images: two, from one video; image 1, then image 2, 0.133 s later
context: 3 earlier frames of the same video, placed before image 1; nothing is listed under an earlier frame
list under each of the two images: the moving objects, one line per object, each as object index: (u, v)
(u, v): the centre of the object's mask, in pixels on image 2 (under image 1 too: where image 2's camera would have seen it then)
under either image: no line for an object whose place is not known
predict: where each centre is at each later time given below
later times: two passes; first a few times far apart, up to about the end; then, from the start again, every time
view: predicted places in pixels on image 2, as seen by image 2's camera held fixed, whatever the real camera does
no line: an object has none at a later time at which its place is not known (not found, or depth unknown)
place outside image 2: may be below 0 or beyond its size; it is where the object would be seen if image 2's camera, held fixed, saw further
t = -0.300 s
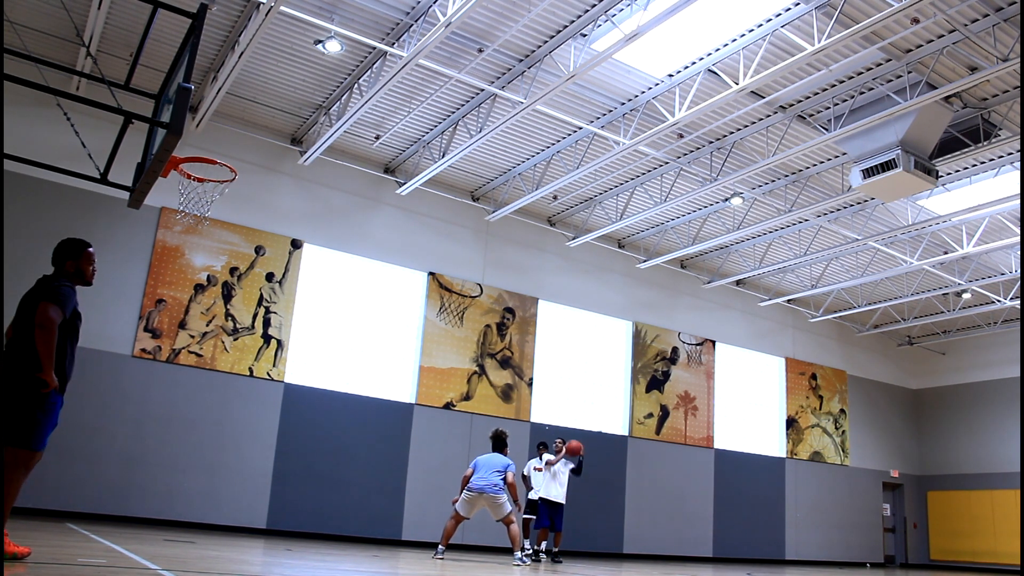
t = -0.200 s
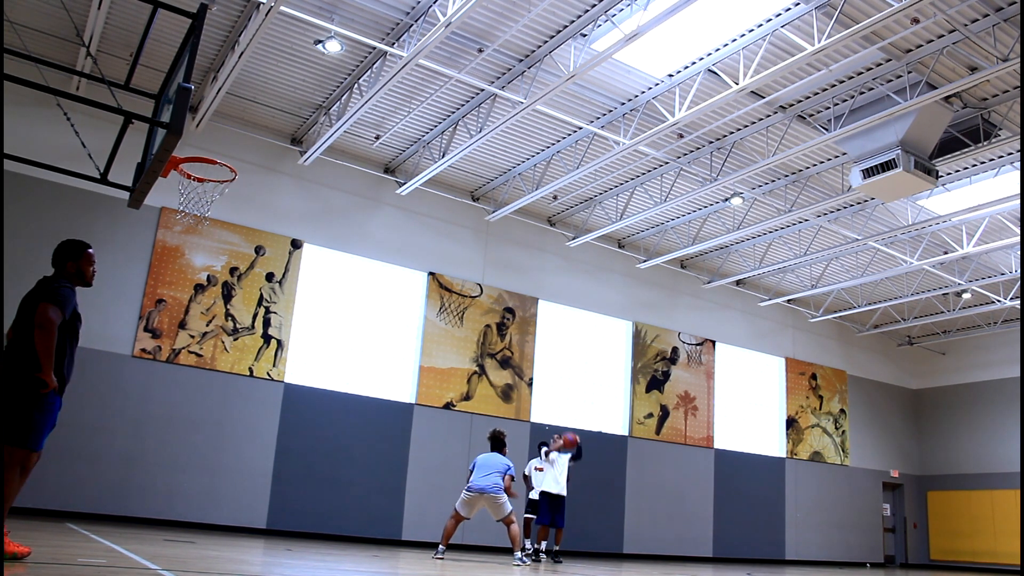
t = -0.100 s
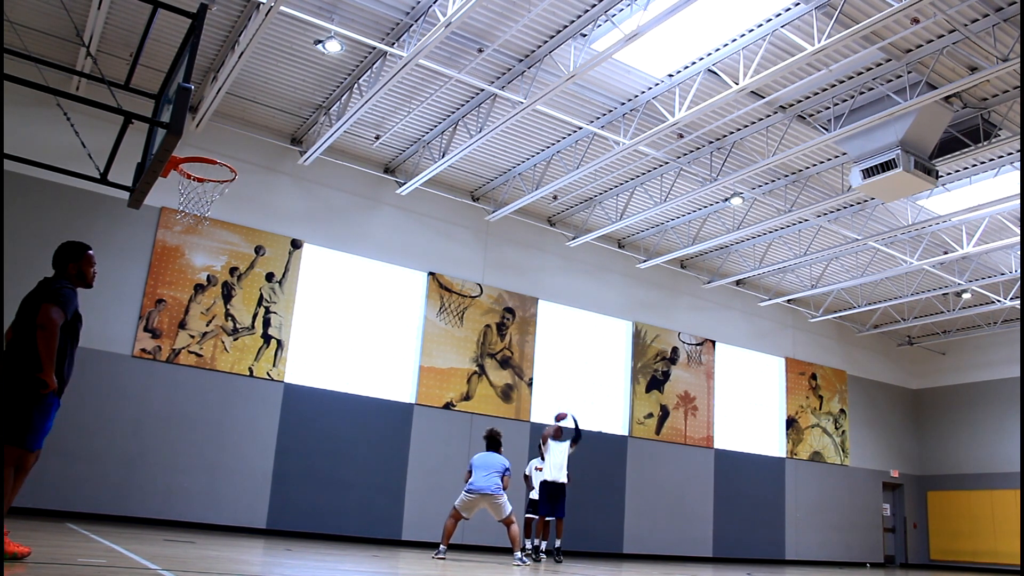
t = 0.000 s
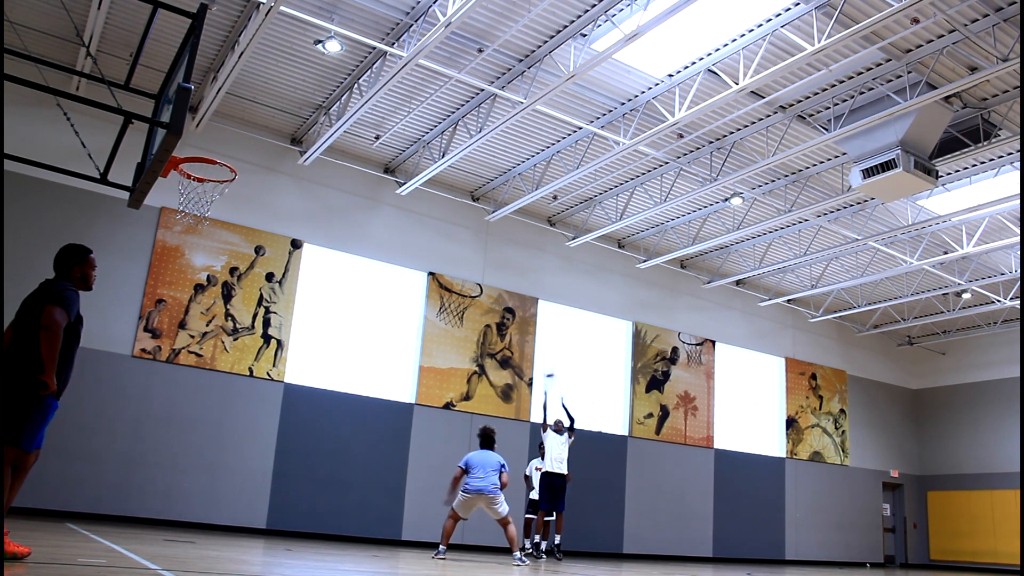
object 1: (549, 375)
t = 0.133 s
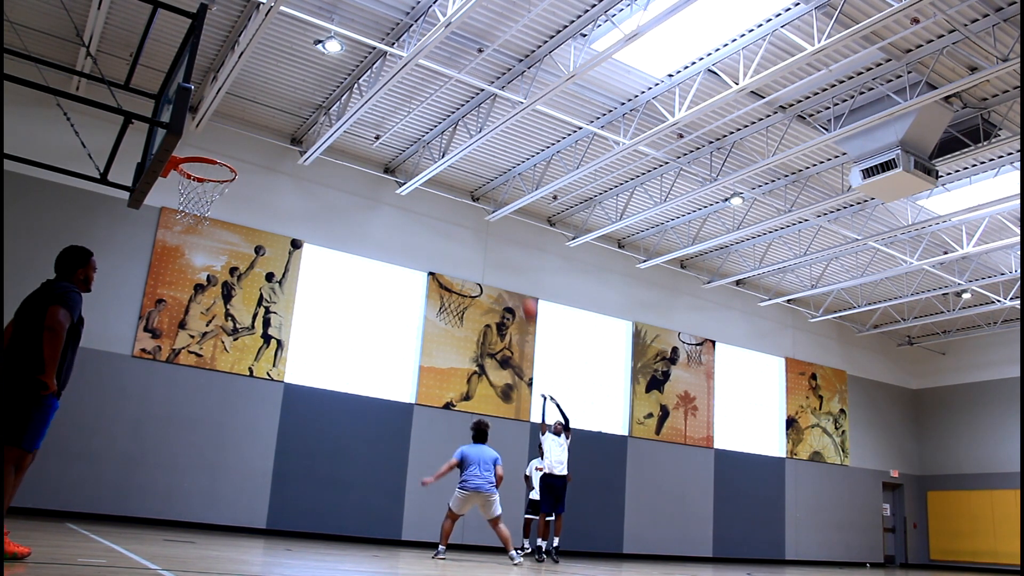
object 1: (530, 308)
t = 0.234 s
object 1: (514, 267)
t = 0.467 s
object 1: (470, 186)
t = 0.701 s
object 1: (415, 136)
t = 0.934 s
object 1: (339, 123)
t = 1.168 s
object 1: (231, 165)
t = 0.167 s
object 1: (525, 295)
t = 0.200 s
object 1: (520, 281)
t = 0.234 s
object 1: (514, 267)
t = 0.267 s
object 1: (509, 254)
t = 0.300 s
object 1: (502, 241)
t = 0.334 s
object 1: (497, 230)
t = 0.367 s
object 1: (490, 219)
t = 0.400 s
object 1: (484, 206)
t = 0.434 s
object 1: (477, 196)
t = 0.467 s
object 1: (470, 186)
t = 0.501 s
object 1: (463, 178)
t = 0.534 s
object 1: (456, 169)
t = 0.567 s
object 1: (449, 161)
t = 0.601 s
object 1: (440, 152)
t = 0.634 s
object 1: (433, 147)
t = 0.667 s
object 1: (424, 141)
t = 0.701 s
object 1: (415, 136)
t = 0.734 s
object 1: (406, 132)
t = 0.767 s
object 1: (396, 128)
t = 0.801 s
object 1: (385, 126)
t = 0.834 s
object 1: (375, 124)
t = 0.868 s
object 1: (364, 123)
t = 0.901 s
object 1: (352, 123)
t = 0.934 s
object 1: (339, 123)
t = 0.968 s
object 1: (326, 125)
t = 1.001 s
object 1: (312, 129)
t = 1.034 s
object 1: (297, 134)
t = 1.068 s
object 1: (282, 140)
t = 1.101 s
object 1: (265, 147)
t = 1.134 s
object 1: (247, 156)
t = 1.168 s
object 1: (231, 165)
